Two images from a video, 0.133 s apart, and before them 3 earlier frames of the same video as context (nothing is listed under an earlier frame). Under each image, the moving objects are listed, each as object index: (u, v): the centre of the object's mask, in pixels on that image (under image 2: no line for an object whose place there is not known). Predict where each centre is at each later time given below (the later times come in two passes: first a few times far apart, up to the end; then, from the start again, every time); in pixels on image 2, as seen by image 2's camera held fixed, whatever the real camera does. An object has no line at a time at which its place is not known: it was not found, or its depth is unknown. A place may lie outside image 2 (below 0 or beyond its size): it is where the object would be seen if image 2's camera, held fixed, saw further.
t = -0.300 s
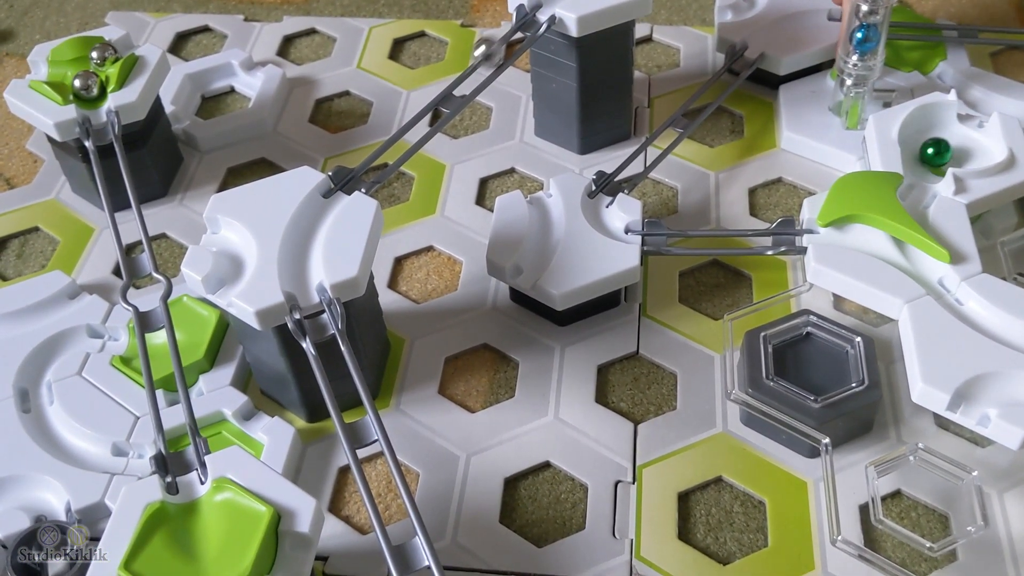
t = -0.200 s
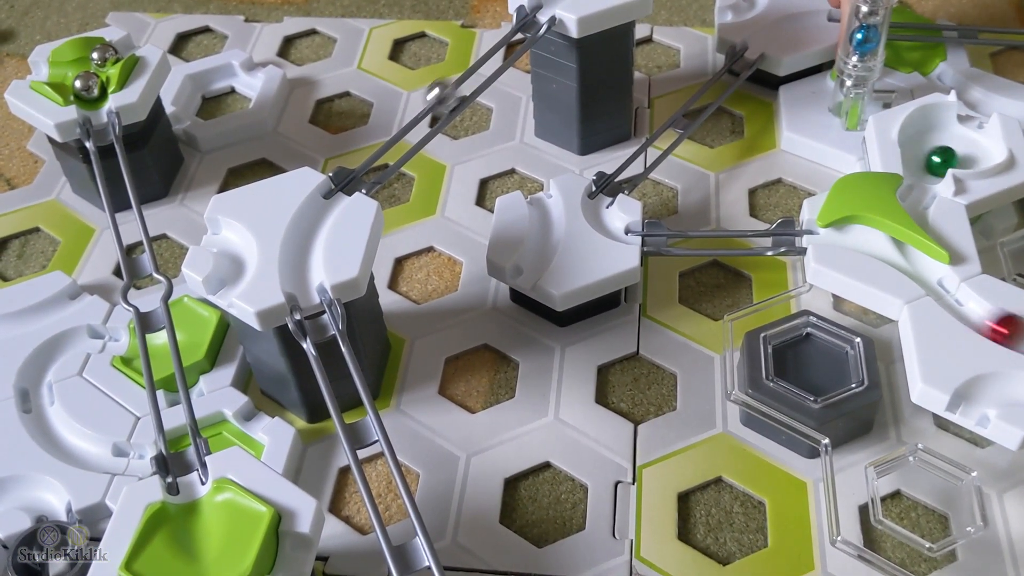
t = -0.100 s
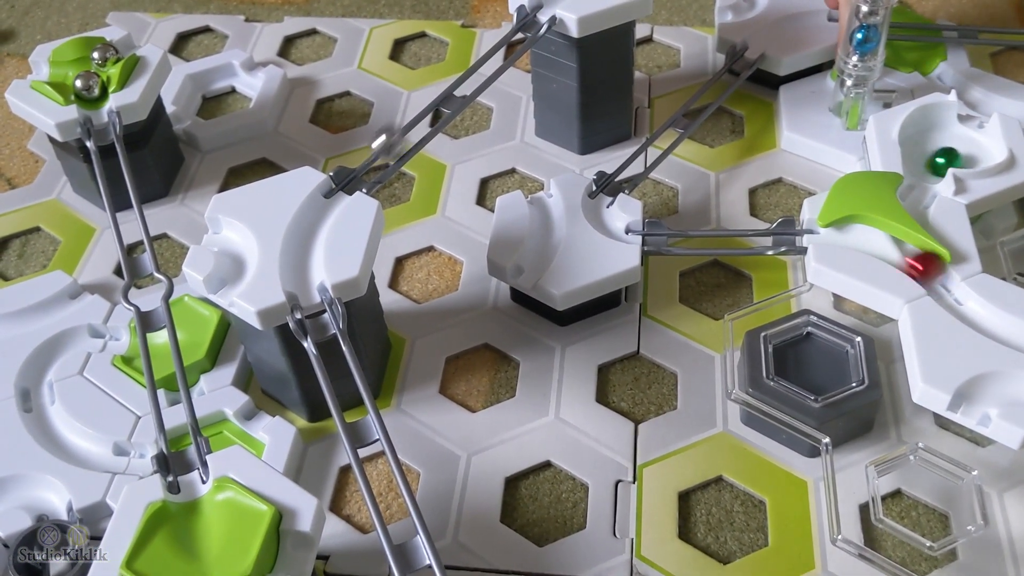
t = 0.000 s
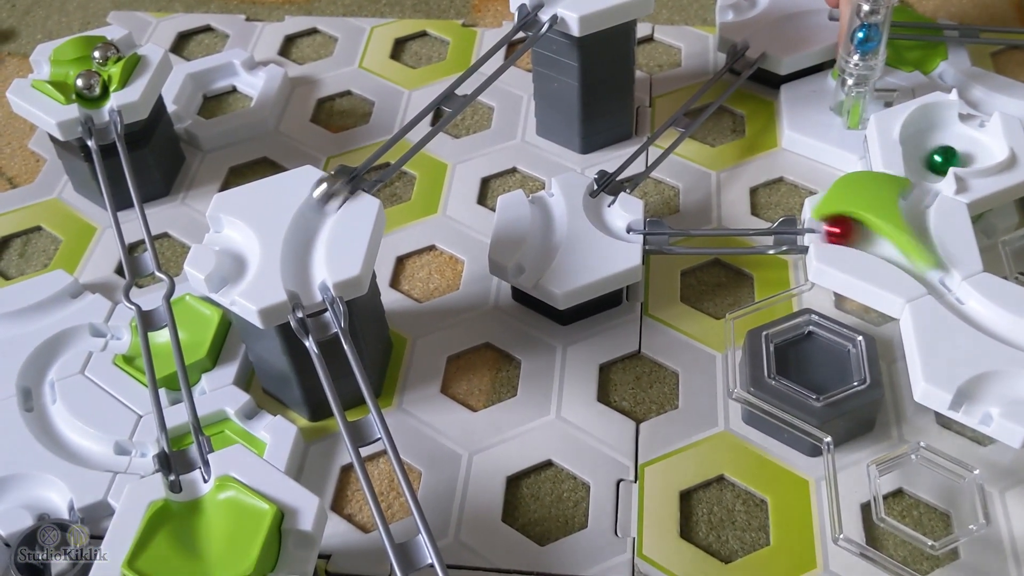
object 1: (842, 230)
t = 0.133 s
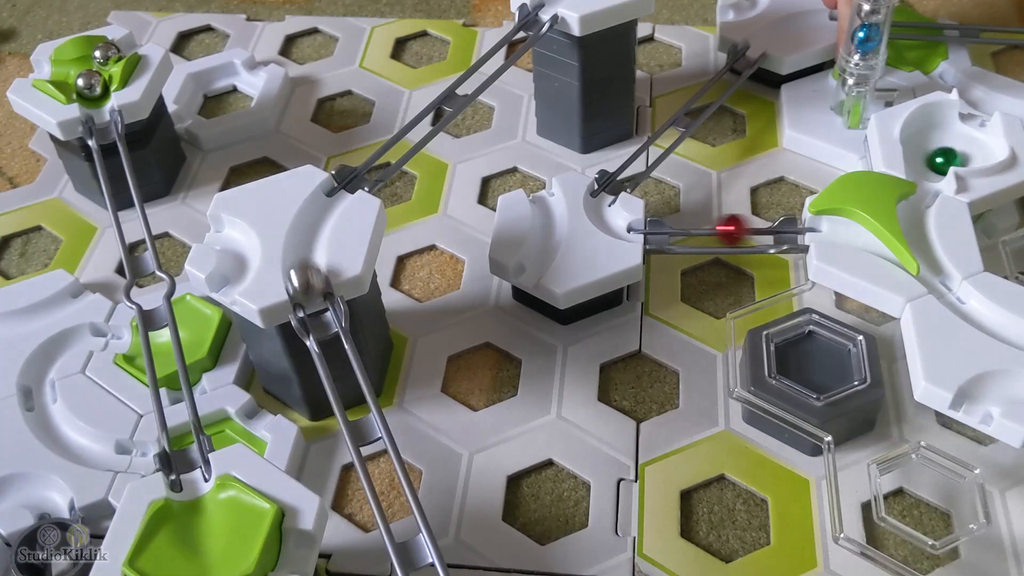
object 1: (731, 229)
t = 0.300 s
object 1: (602, 209)
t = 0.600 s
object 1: (692, 106)
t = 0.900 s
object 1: (818, 16)
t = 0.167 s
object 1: (703, 229)
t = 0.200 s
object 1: (674, 228)
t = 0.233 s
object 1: (647, 229)
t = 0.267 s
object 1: (618, 223)
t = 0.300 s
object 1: (602, 209)
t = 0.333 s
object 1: (601, 193)
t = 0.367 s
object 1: (611, 180)
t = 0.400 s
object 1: (625, 168)
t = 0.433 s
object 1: (636, 158)
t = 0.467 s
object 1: (647, 148)
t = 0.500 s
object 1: (658, 137)
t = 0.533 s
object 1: (670, 126)
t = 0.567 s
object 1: (682, 115)
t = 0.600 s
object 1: (692, 106)
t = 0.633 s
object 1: (705, 94)
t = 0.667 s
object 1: (717, 81)
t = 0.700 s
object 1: (728, 70)
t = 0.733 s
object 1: (739, 59)
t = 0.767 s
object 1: (748, 49)
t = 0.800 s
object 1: (761, 37)
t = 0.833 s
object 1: (777, 27)
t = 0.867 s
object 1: (796, 19)
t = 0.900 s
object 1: (818, 16)
